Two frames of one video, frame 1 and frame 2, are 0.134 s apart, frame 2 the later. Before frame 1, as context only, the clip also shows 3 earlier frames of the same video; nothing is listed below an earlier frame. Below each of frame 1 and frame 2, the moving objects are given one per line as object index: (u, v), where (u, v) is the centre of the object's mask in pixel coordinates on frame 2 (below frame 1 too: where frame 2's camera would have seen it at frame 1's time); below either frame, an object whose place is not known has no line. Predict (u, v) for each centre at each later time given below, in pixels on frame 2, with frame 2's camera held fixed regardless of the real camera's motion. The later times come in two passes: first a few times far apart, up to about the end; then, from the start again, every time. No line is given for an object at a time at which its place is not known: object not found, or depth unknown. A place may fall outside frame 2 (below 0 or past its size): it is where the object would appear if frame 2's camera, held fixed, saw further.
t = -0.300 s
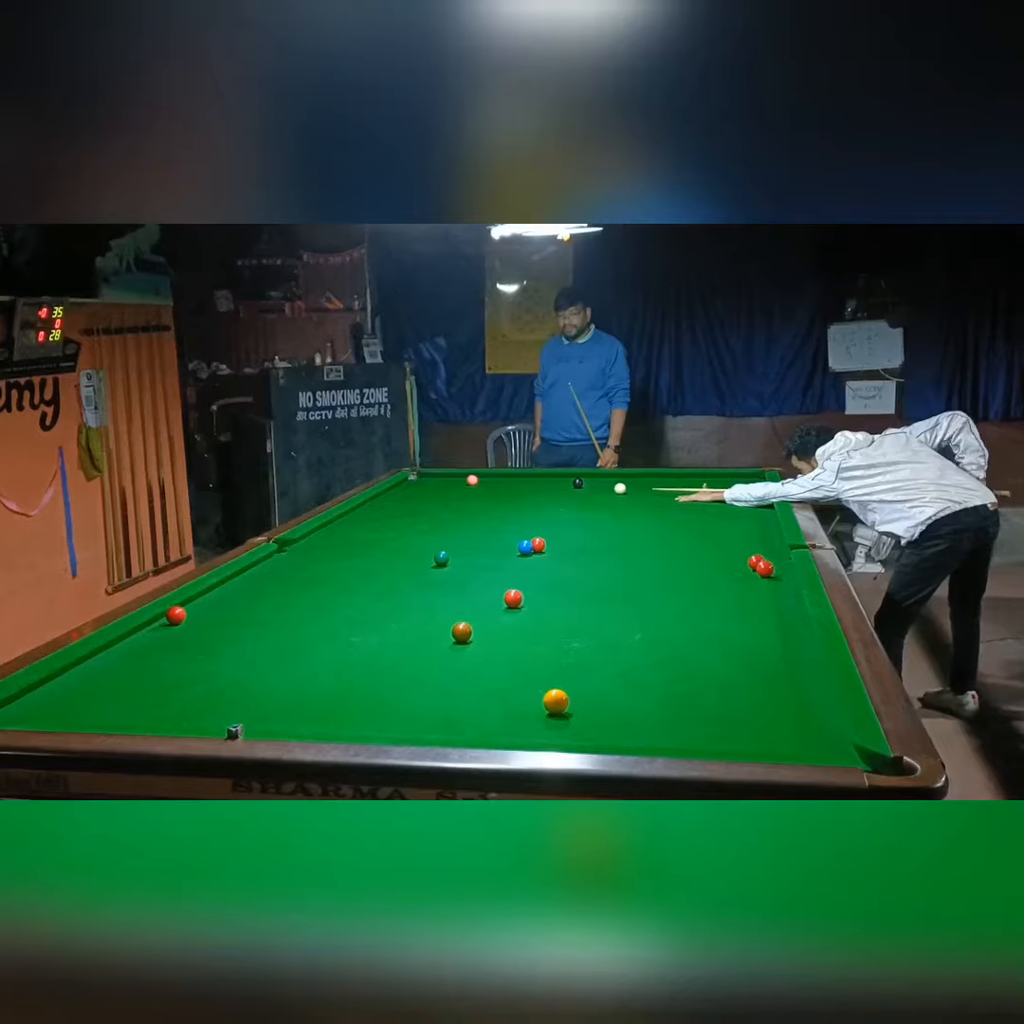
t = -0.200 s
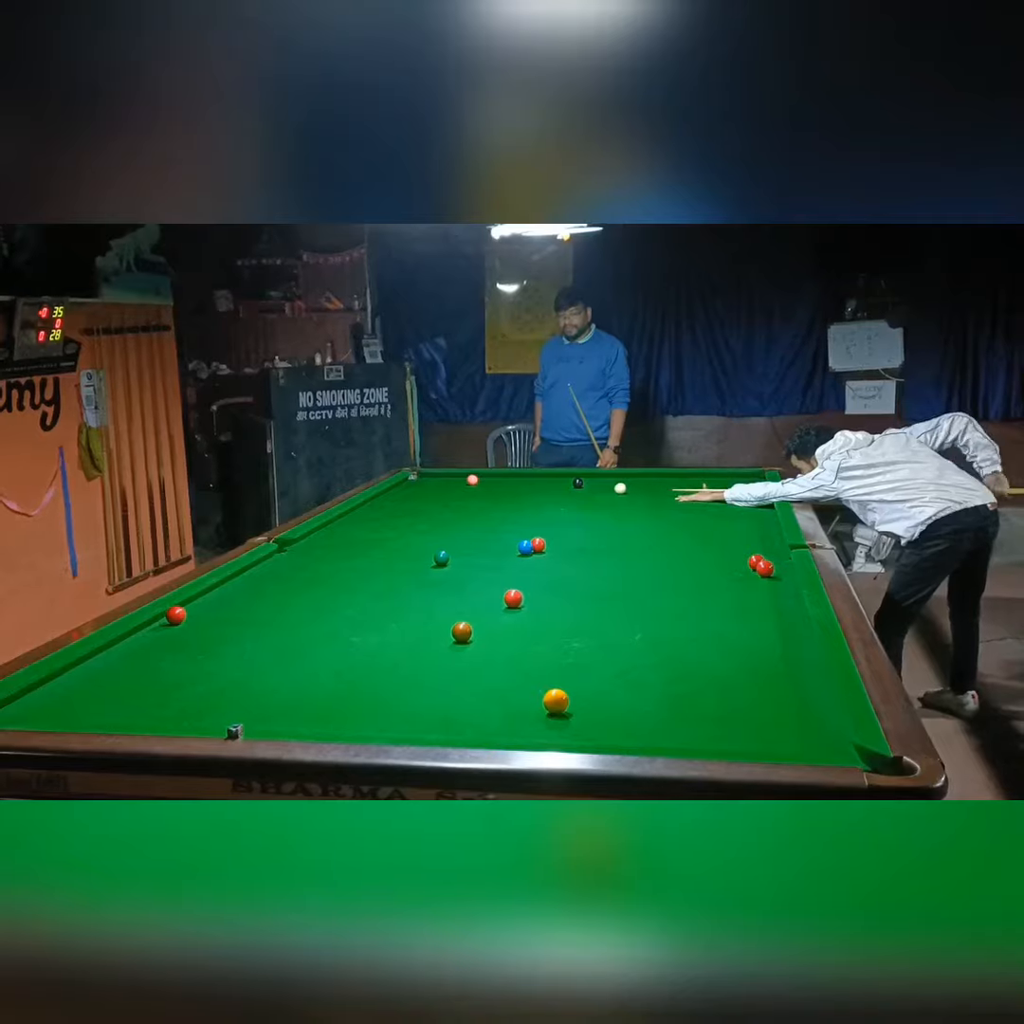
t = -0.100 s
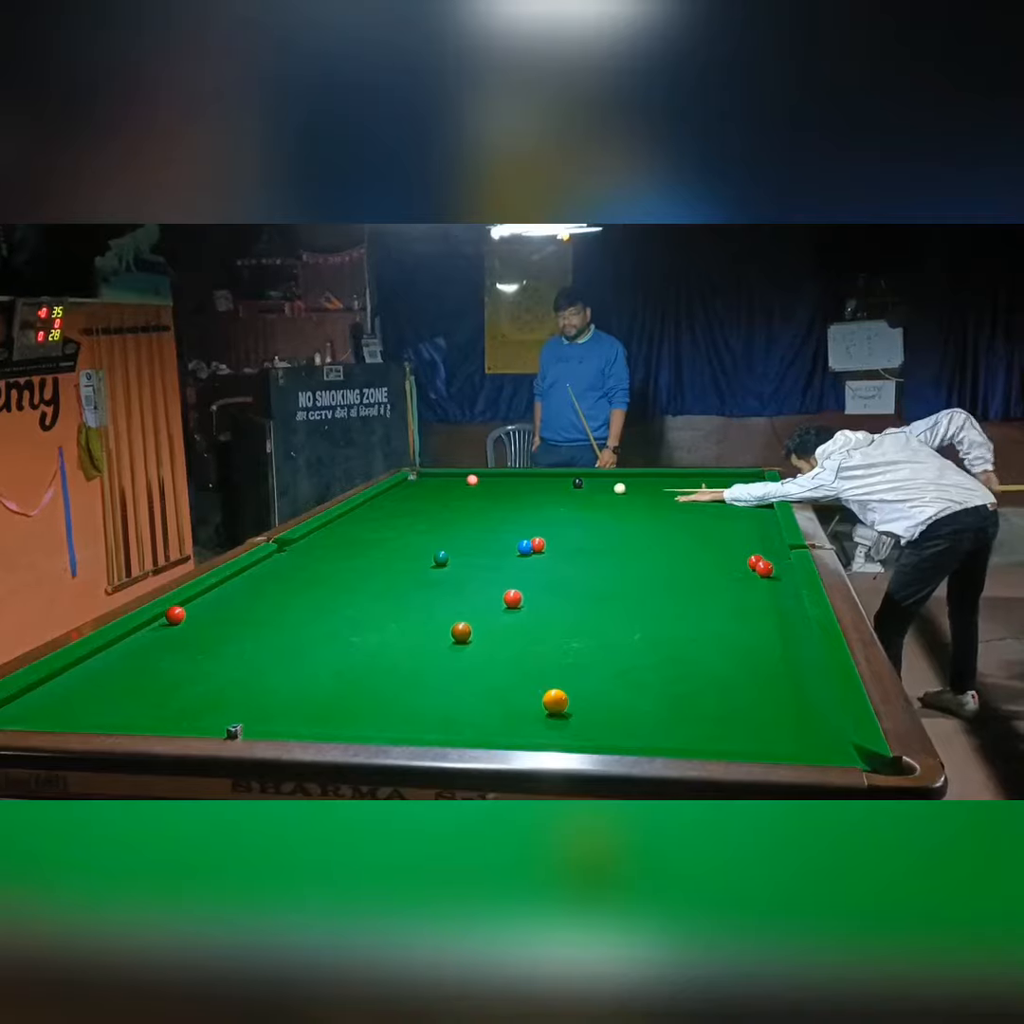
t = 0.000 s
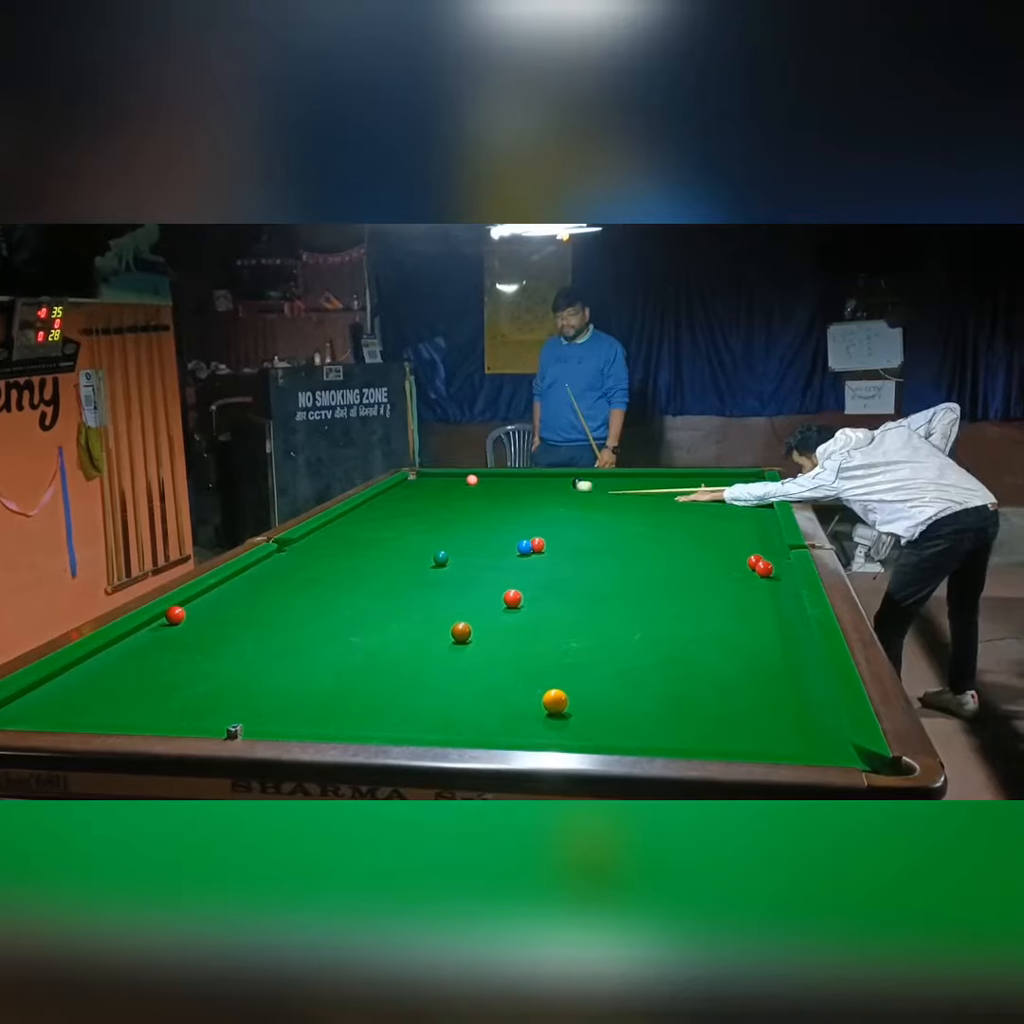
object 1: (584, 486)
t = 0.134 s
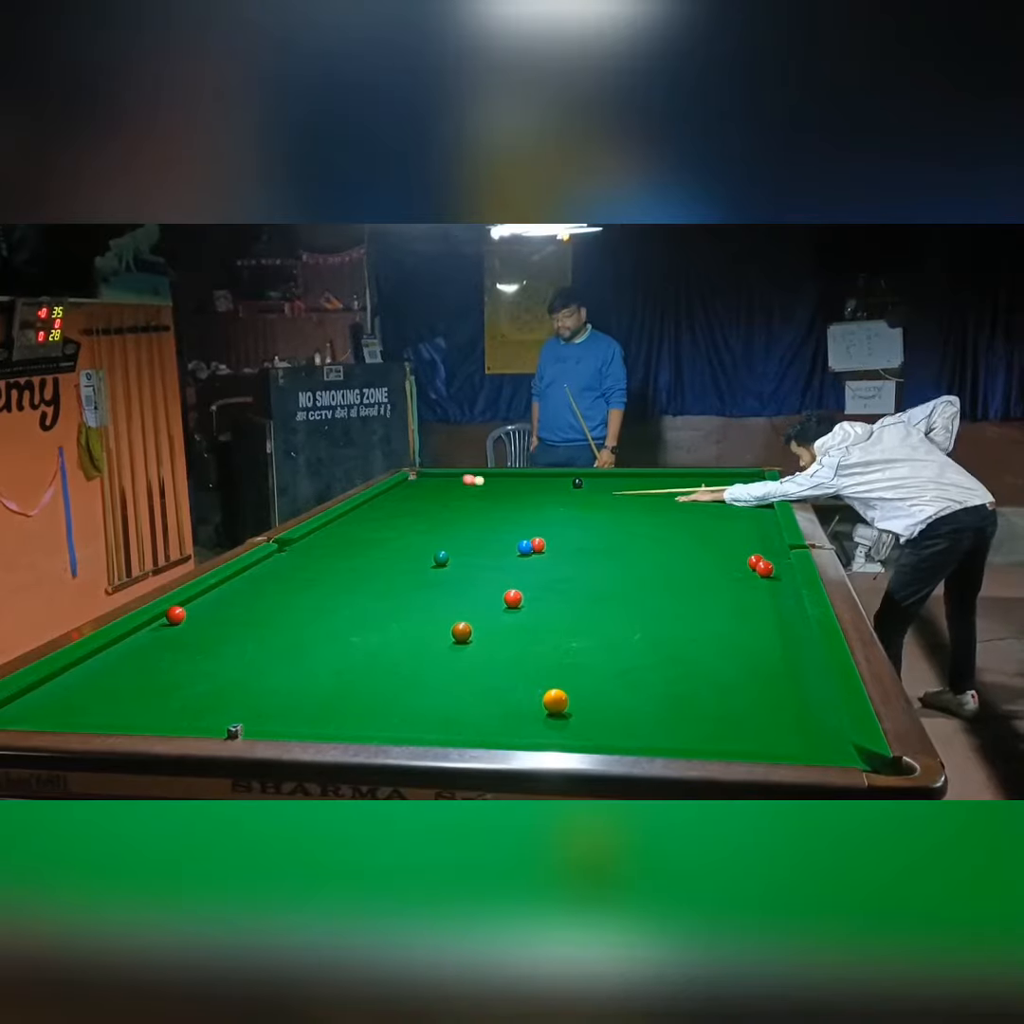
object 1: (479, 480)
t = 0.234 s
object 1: (466, 483)
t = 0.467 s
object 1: (448, 487)
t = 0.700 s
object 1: (431, 491)
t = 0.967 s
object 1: (410, 496)
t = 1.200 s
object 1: (392, 501)
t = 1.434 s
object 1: (374, 505)
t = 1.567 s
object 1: (364, 508)
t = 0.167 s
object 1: (474, 481)
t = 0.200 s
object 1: (470, 482)
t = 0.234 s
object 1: (466, 483)
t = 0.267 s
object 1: (464, 483)
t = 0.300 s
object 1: (461, 484)
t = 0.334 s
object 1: (458, 484)
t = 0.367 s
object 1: (456, 485)
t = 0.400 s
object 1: (453, 486)
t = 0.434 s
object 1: (451, 486)
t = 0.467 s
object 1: (448, 487)
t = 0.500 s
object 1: (446, 487)
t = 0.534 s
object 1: (443, 488)
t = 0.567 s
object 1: (441, 488)
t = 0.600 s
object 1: (438, 489)
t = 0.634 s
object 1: (435, 490)
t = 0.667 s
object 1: (433, 490)
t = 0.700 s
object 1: (431, 491)
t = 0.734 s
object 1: (428, 491)
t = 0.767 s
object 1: (425, 492)
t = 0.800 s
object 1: (422, 493)
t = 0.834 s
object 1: (420, 493)
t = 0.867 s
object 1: (417, 494)
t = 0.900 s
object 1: (415, 495)
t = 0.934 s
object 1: (413, 495)
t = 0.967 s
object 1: (410, 496)
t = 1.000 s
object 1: (407, 497)
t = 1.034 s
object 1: (405, 497)
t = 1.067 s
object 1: (403, 498)
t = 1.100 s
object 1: (400, 499)
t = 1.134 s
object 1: (398, 499)
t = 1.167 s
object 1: (395, 500)
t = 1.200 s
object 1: (392, 501)
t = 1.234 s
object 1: (389, 501)
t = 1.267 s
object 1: (387, 502)
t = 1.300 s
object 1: (385, 502)
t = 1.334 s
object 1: (382, 503)
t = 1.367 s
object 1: (379, 504)
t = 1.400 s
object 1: (376, 504)
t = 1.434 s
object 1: (374, 505)
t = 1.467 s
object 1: (371, 505)
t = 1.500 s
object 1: (369, 506)
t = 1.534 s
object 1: (366, 507)
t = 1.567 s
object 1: (364, 508)
